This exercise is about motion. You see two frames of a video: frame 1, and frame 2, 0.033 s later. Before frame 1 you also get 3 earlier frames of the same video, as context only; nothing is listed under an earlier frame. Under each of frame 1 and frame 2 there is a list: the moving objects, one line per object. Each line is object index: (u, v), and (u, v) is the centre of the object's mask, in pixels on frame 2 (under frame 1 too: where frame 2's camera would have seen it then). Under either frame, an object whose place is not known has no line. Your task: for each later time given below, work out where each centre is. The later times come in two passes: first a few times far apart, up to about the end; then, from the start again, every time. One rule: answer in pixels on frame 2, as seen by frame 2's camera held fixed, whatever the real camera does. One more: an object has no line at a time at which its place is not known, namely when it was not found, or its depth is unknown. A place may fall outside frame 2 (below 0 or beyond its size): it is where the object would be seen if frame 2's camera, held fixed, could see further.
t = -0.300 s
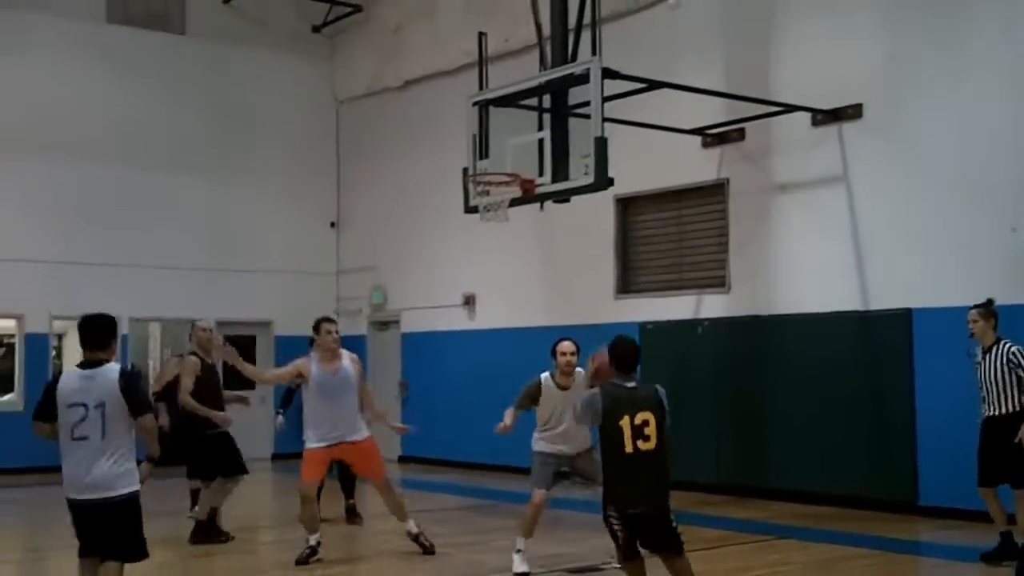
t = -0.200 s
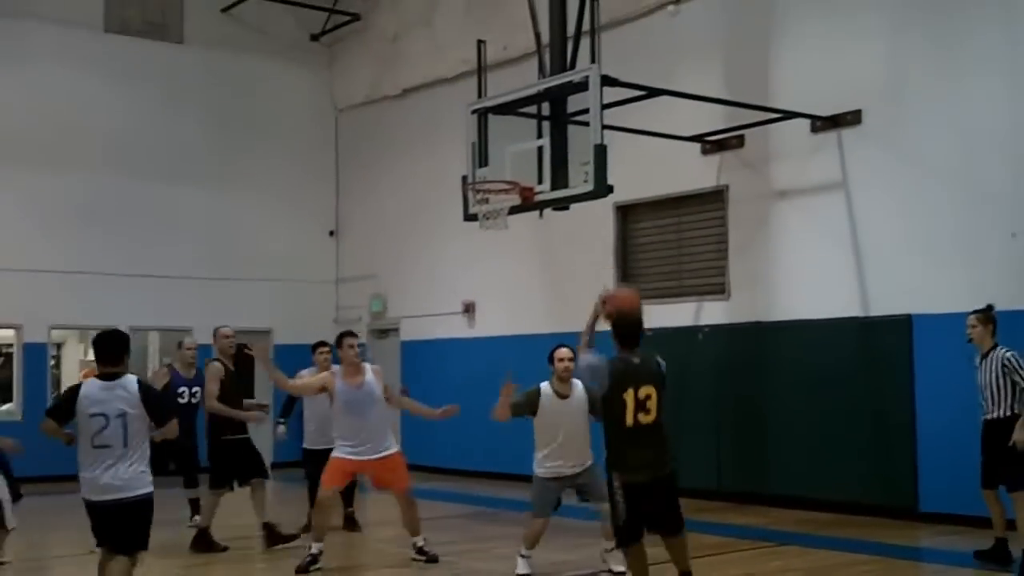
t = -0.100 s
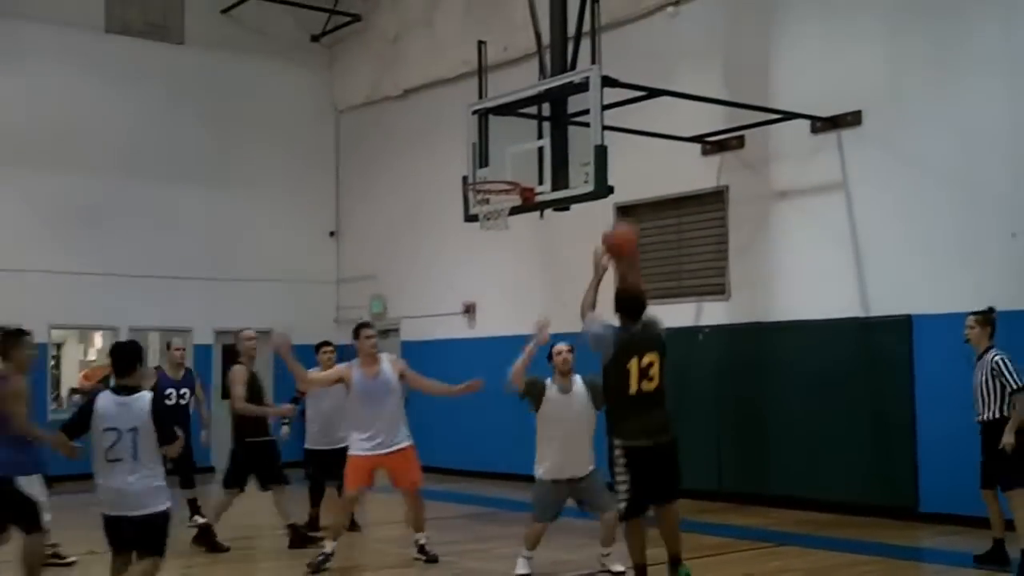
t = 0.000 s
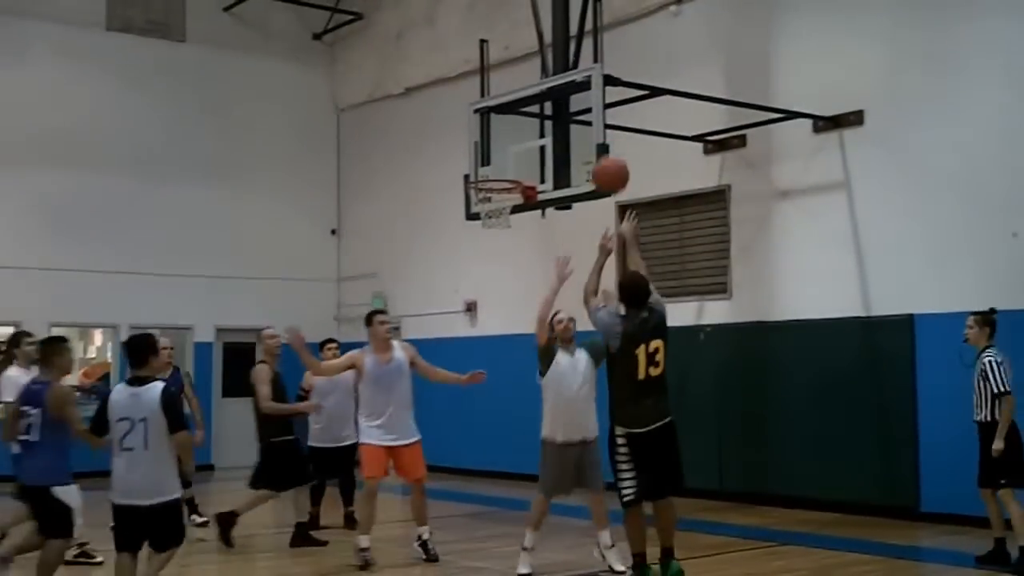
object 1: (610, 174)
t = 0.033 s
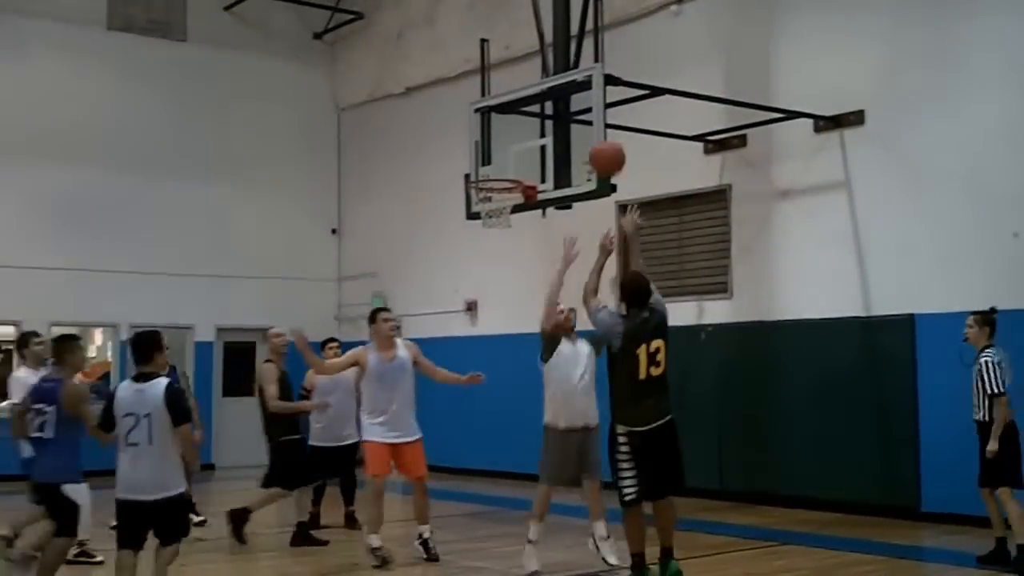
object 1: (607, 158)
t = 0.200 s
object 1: (586, 111)
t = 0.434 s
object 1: (567, 109)
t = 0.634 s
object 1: (548, 153)
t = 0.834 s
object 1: (515, 151)
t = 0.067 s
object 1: (602, 145)
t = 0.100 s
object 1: (597, 133)
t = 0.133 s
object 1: (594, 123)
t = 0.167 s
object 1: (589, 117)
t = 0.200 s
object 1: (586, 111)
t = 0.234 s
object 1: (584, 107)
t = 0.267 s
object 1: (580, 102)
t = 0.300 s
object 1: (578, 101)
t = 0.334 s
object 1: (575, 102)
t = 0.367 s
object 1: (573, 103)
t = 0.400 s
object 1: (571, 105)
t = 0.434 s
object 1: (567, 109)
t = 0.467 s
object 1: (565, 115)
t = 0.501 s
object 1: (563, 121)
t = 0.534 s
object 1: (560, 129)
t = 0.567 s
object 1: (558, 138)
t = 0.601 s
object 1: (556, 147)
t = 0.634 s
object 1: (548, 153)
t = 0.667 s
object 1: (537, 159)
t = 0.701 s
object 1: (527, 167)
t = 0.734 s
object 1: (521, 168)
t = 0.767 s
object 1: (519, 161)
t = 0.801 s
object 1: (517, 155)
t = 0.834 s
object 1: (515, 151)
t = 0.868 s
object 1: (513, 147)
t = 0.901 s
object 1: (510, 146)
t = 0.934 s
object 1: (509, 145)
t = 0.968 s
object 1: (507, 146)
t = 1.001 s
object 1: (505, 147)
